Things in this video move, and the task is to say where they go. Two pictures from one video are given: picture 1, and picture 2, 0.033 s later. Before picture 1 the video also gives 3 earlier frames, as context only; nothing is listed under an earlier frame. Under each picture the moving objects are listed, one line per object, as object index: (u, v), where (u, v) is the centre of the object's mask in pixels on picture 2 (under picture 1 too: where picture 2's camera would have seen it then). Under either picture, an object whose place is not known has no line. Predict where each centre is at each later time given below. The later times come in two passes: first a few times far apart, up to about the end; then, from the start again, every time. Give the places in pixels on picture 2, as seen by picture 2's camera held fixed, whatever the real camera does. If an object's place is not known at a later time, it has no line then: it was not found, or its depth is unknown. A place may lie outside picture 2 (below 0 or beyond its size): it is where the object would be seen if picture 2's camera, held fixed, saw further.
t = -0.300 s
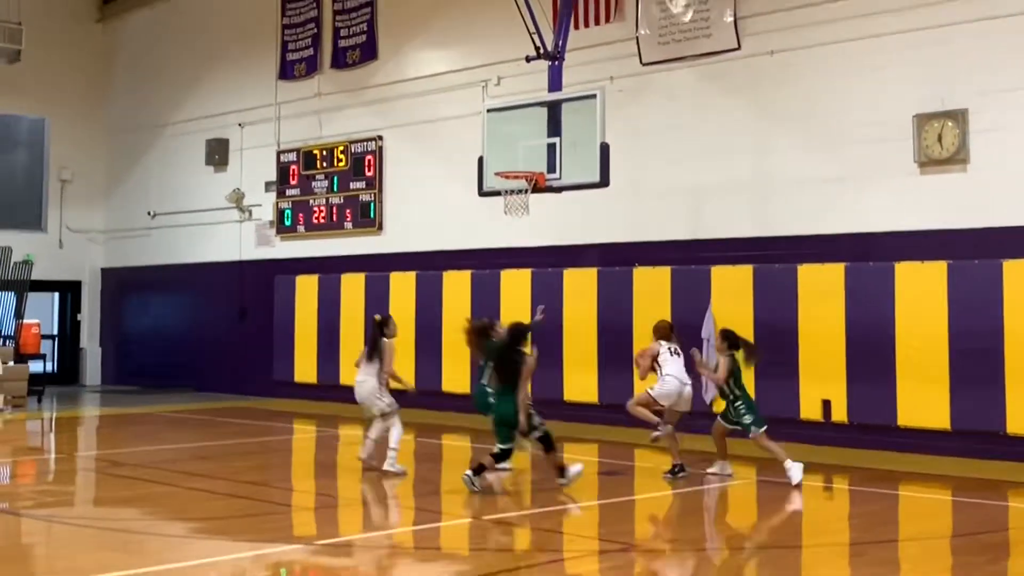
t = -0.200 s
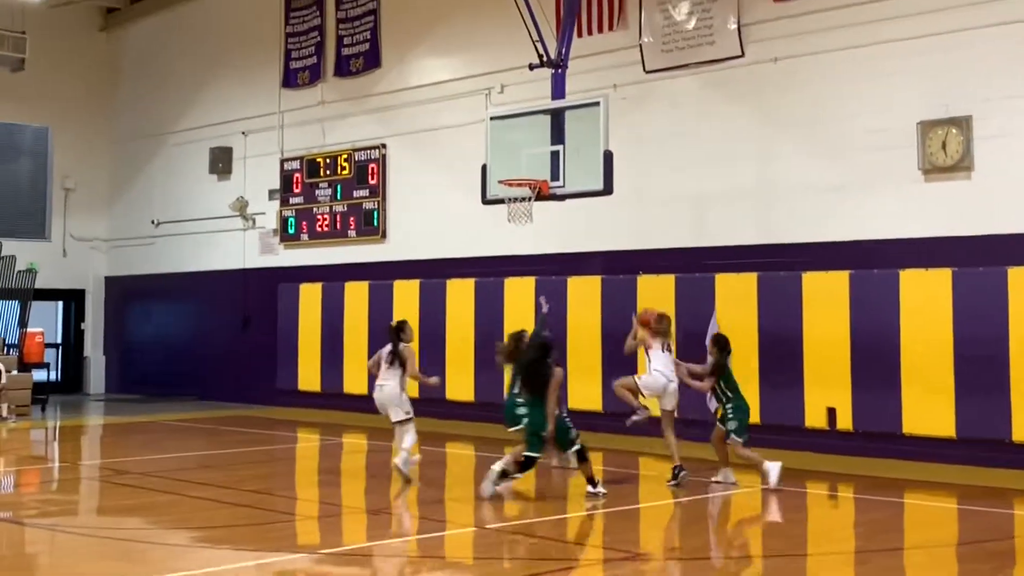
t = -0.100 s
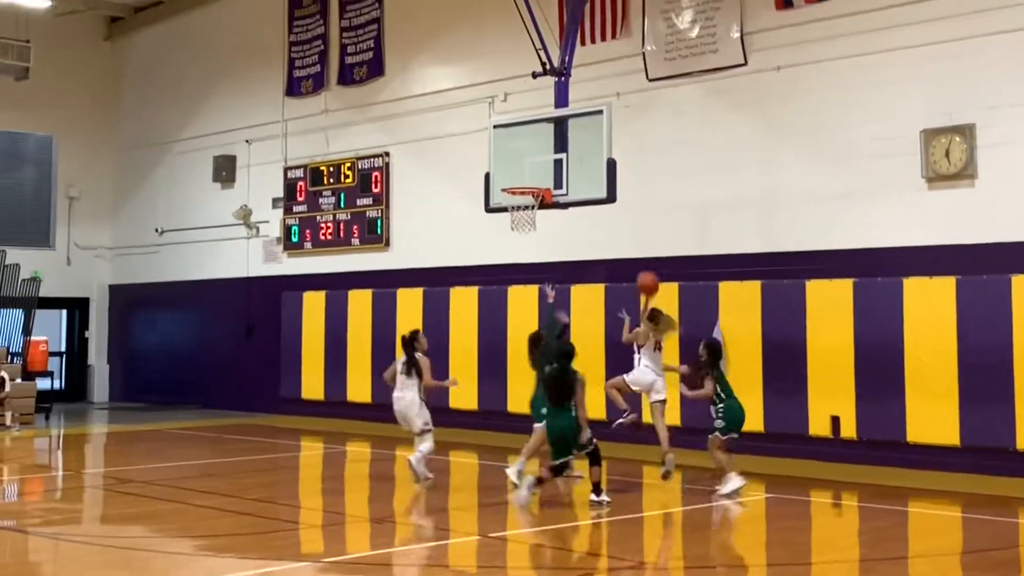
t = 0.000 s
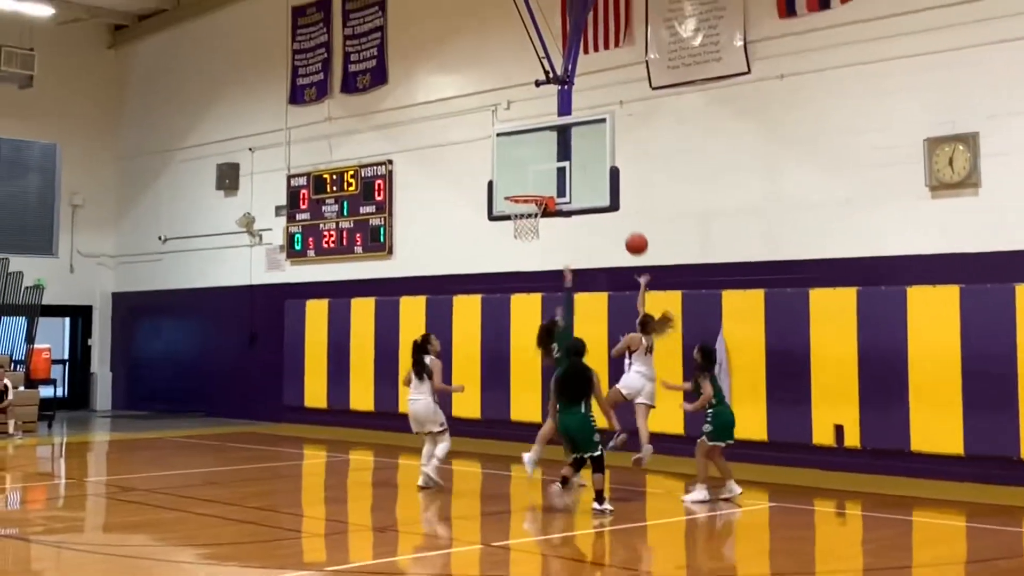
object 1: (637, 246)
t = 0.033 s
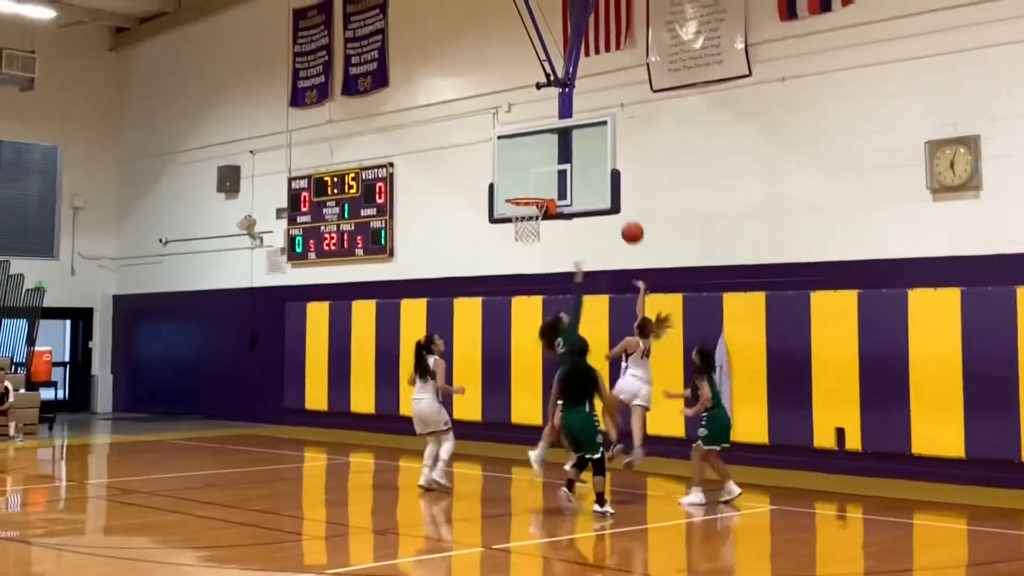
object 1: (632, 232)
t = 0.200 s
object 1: (608, 181)
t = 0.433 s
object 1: (577, 153)
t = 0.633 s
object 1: (549, 169)
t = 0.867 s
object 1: (516, 218)
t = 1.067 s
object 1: (515, 226)
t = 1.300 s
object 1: (529, 261)
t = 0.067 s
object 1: (627, 219)
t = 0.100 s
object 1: (623, 208)
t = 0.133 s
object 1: (618, 198)
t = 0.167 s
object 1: (612, 189)
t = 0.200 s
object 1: (608, 181)
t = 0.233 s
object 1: (603, 173)
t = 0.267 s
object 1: (598, 167)
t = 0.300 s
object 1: (594, 163)
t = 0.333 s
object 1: (590, 159)
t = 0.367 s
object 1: (585, 156)
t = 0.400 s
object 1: (581, 154)
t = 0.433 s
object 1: (577, 153)
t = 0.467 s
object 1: (572, 153)
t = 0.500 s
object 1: (567, 154)
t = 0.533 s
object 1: (563, 156)
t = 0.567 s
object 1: (558, 159)
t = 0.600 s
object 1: (553, 163)
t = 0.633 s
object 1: (549, 169)
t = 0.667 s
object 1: (544, 174)
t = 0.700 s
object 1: (539, 181)
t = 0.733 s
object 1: (535, 188)
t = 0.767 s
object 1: (530, 197)
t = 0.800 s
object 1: (526, 204)
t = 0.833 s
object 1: (520, 211)
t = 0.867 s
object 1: (516, 218)
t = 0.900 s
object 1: (512, 222)
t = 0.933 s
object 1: (511, 223)
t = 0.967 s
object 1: (510, 224)
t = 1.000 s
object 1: (512, 224)
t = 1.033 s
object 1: (513, 226)
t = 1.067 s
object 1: (515, 226)
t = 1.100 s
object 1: (517, 228)
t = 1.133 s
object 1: (519, 231)
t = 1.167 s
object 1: (521, 235)
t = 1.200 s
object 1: (523, 240)
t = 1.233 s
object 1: (525, 246)
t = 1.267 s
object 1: (527, 253)
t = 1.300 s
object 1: (529, 261)
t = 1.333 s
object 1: (531, 270)
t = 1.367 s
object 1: (533, 279)
